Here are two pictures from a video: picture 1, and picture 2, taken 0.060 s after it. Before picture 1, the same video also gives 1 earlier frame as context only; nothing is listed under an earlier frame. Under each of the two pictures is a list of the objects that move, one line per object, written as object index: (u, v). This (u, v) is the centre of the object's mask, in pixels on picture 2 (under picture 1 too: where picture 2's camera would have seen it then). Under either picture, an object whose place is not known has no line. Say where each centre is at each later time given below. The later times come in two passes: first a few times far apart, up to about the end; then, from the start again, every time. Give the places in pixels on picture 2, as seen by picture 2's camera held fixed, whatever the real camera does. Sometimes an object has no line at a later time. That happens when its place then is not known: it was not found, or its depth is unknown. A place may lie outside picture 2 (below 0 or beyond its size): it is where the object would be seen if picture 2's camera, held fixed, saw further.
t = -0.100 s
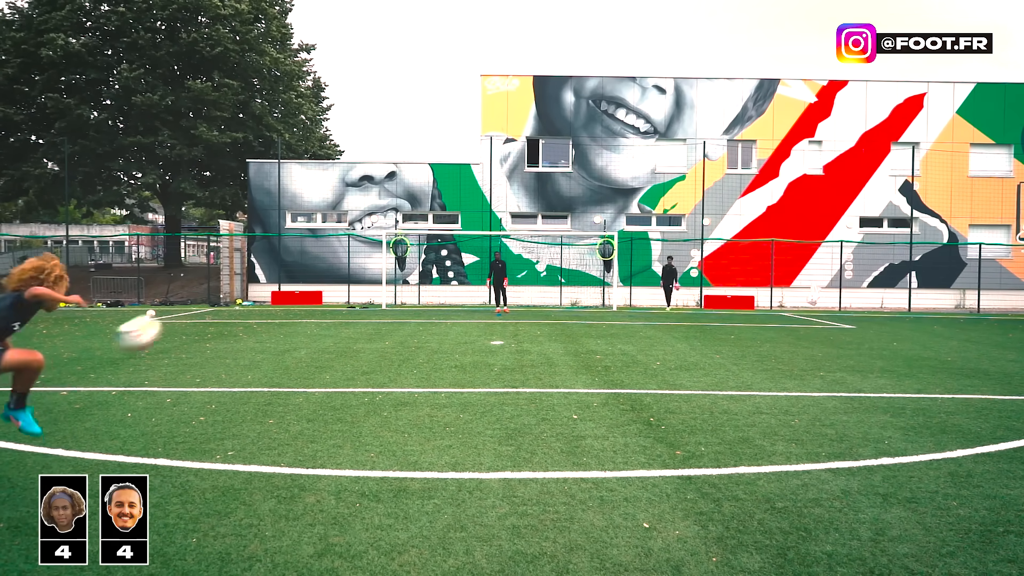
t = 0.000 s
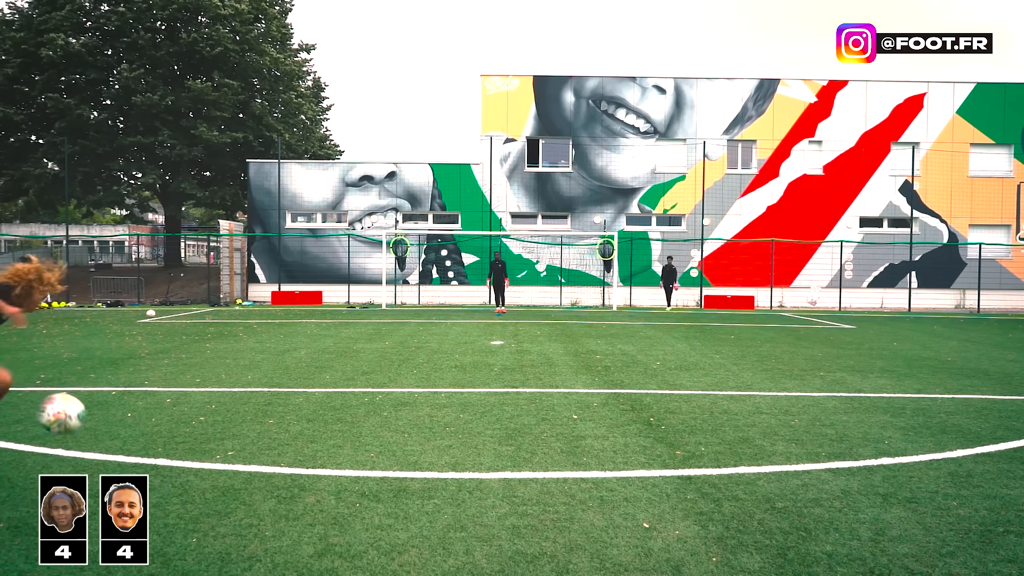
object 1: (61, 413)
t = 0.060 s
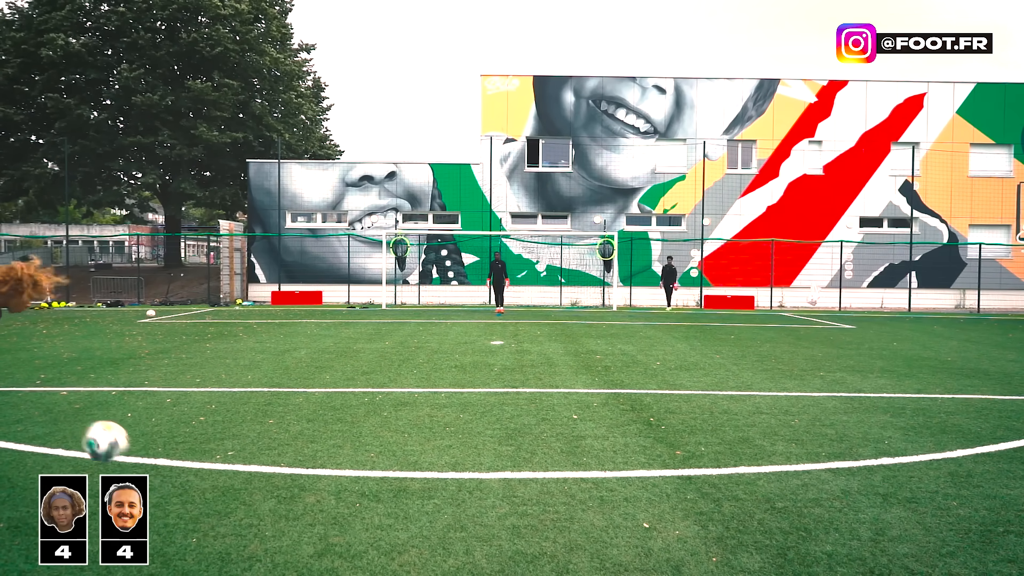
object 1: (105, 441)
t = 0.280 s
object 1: (239, 459)
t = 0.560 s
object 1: (366, 425)
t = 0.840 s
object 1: (488, 480)
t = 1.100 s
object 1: (603, 467)
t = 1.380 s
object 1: (716, 477)
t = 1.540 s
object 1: (777, 476)
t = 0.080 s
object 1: (121, 451)
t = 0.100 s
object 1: (136, 460)
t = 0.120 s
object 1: (155, 473)
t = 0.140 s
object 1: (166, 488)
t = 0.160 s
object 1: (179, 502)
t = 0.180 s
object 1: (191, 504)
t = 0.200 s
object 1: (201, 492)
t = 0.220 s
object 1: (210, 484)
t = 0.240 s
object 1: (220, 474)
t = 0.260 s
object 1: (229, 466)
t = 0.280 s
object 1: (239, 459)
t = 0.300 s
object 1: (249, 451)
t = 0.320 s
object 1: (257, 446)
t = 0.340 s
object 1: (267, 441)
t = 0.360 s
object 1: (276, 435)
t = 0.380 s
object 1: (285, 432)
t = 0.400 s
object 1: (294, 428)
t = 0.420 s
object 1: (303, 426)
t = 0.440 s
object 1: (313, 424)
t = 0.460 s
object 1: (321, 422)
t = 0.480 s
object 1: (331, 422)
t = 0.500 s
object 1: (339, 422)
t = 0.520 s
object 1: (348, 422)
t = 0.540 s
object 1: (357, 424)
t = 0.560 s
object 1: (366, 425)
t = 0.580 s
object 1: (375, 428)
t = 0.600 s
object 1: (384, 432)
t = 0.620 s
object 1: (393, 435)
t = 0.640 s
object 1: (401, 440)
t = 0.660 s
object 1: (410, 445)
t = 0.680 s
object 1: (418, 451)
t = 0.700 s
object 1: (427, 458)
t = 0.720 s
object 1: (435, 464)
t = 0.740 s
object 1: (444, 473)
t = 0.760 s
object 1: (452, 481)
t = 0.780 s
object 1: (461, 492)
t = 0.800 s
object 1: (470, 493)
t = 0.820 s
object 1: (479, 486)
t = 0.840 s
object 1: (488, 480)
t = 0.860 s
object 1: (497, 476)
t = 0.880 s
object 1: (506, 471)
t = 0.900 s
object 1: (515, 468)
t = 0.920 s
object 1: (524, 464)
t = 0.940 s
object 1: (533, 462)
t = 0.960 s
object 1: (542, 461)
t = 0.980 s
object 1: (551, 460)
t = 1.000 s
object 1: (560, 459)
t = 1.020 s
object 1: (568, 460)
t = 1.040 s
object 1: (578, 460)
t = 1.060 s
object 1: (586, 462)
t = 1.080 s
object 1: (594, 464)
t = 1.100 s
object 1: (603, 467)
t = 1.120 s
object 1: (611, 470)
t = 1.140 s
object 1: (621, 475)
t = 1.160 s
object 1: (628, 480)
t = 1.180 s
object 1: (636, 485)
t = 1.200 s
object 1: (645, 486)
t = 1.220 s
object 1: (653, 482)
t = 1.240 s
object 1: (661, 480)
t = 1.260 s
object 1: (669, 477)
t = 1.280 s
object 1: (677, 476)
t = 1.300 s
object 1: (685, 474)
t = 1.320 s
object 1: (694, 474)
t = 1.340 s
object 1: (701, 474)
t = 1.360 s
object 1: (708, 475)
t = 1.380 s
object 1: (716, 477)
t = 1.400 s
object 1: (724, 478)
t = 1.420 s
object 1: (731, 481)
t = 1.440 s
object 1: (739, 484)
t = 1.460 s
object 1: (747, 483)
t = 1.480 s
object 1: (754, 482)
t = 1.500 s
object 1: (761, 479)
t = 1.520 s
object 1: (769, 477)
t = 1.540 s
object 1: (777, 476)
